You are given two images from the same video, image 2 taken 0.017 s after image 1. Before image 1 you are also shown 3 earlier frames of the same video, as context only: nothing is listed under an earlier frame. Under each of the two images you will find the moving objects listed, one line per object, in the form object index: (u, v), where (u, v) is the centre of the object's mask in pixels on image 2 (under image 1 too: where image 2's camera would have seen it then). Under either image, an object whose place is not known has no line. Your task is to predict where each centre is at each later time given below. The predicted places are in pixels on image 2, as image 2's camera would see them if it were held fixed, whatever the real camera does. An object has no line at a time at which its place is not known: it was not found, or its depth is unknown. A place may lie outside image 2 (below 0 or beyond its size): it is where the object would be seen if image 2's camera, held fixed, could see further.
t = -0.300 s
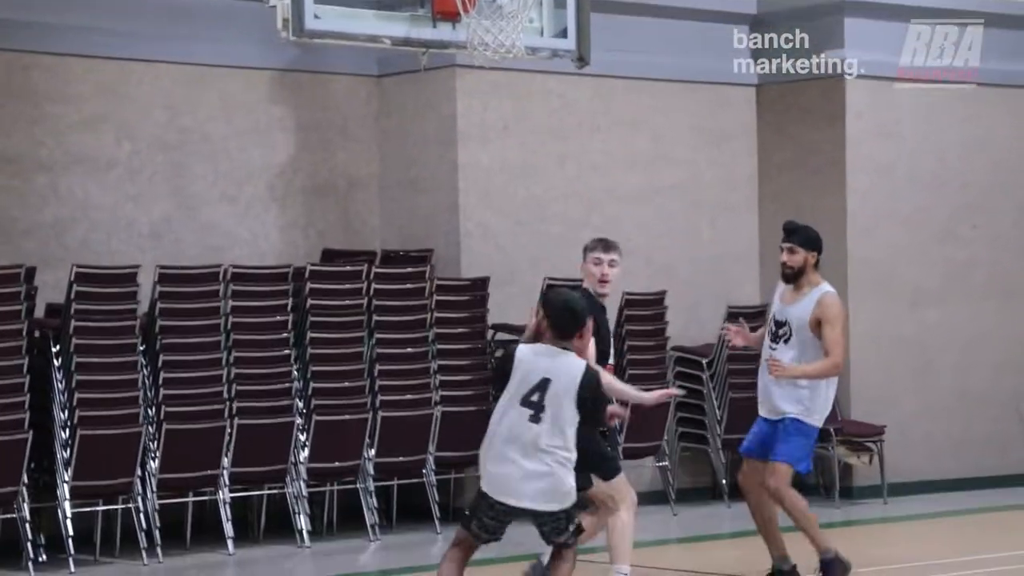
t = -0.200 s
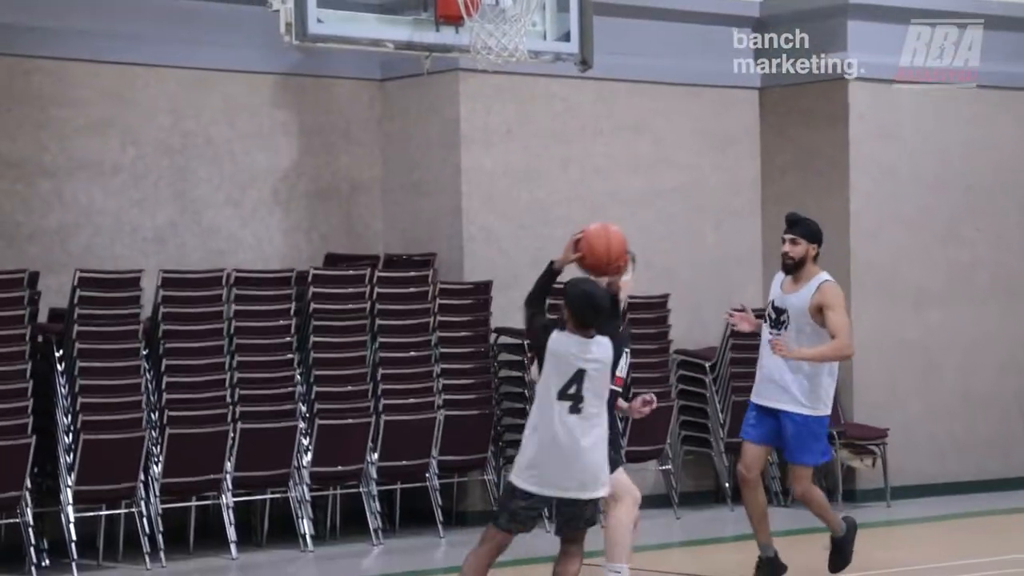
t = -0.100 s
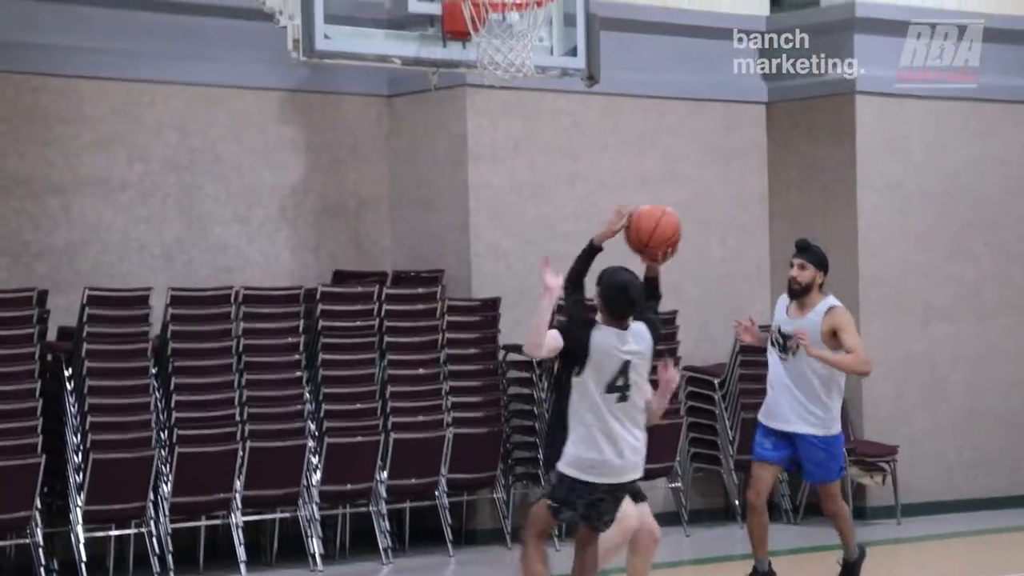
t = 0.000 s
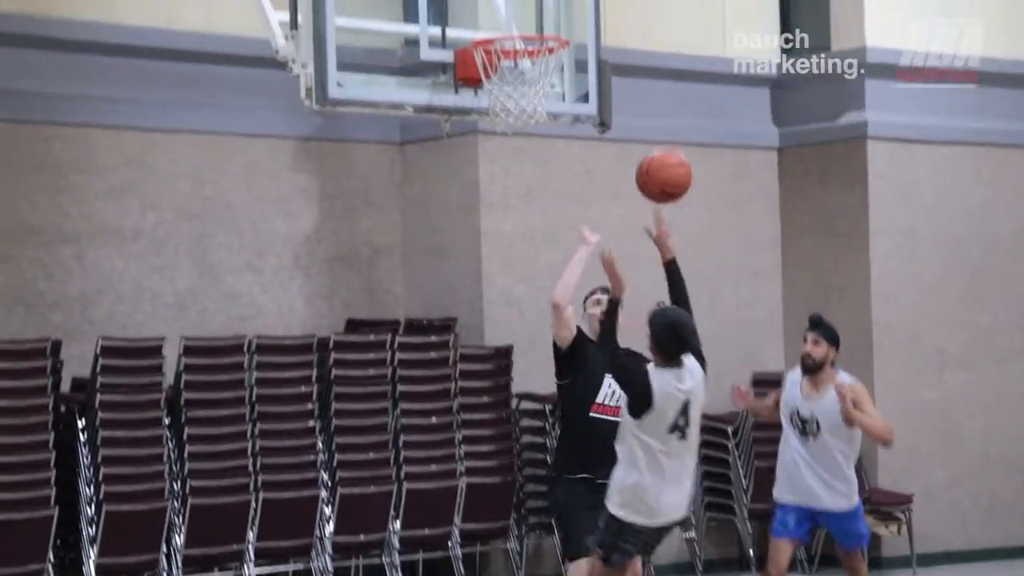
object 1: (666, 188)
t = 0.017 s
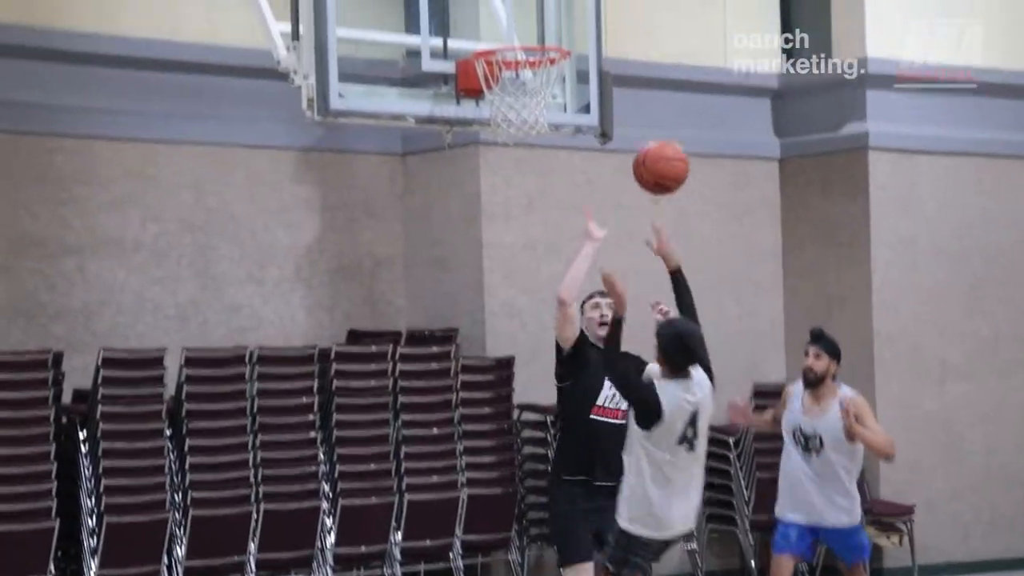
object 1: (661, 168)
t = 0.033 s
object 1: (657, 148)
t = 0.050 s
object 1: (653, 130)
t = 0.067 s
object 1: (649, 113)
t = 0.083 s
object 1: (645, 96)
